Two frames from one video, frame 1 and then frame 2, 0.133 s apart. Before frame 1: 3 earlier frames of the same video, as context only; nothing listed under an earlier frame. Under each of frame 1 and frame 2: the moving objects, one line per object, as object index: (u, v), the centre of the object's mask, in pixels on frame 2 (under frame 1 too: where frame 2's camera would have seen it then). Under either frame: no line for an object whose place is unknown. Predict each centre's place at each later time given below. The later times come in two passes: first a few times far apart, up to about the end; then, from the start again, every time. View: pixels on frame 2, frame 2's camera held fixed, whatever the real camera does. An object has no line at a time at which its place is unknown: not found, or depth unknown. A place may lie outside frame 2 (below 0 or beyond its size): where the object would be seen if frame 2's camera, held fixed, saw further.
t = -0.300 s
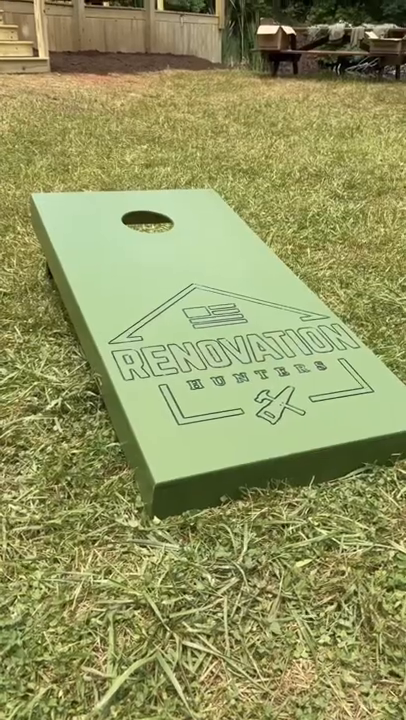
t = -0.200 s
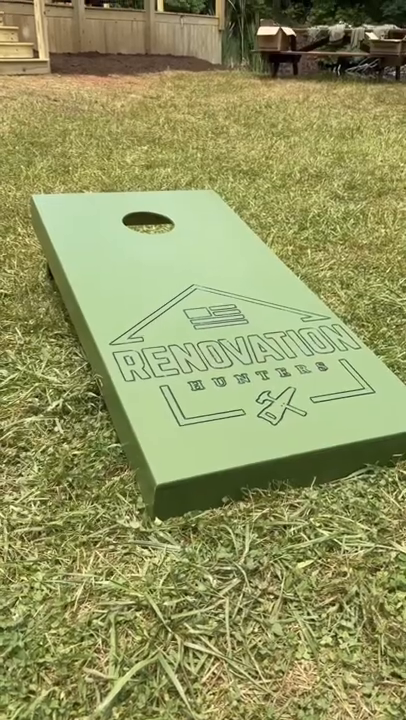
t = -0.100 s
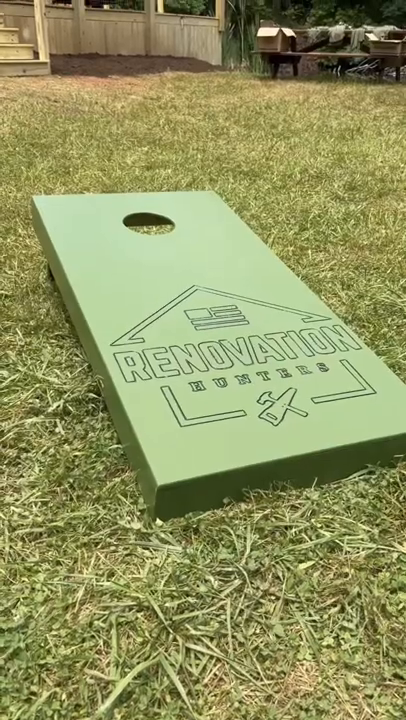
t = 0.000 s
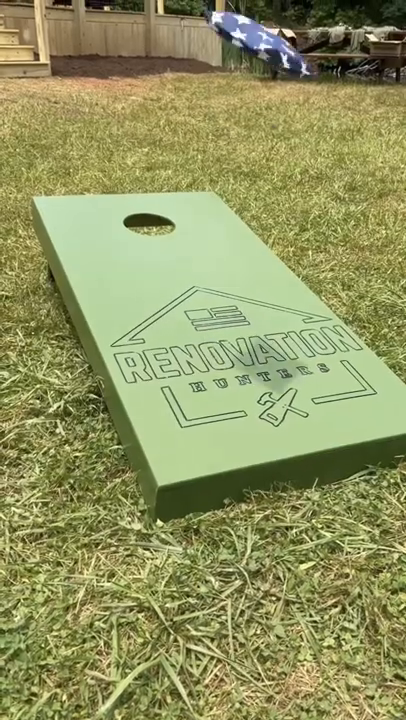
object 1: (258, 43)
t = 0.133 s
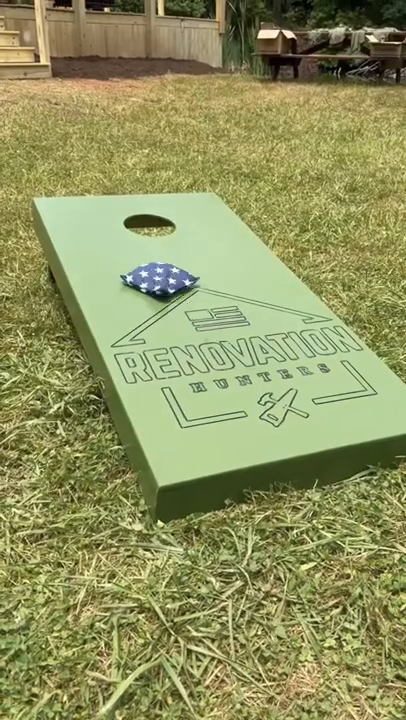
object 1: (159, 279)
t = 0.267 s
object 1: (152, 271)
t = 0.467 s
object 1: (152, 271)
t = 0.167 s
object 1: (156, 275)
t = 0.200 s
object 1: (152, 271)
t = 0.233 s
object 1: (152, 270)
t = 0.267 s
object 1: (152, 271)
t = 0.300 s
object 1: (152, 271)
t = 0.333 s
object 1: (152, 271)
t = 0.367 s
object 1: (152, 270)
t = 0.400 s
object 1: (152, 271)
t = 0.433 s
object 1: (152, 271)
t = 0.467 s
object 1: (152, 271)
